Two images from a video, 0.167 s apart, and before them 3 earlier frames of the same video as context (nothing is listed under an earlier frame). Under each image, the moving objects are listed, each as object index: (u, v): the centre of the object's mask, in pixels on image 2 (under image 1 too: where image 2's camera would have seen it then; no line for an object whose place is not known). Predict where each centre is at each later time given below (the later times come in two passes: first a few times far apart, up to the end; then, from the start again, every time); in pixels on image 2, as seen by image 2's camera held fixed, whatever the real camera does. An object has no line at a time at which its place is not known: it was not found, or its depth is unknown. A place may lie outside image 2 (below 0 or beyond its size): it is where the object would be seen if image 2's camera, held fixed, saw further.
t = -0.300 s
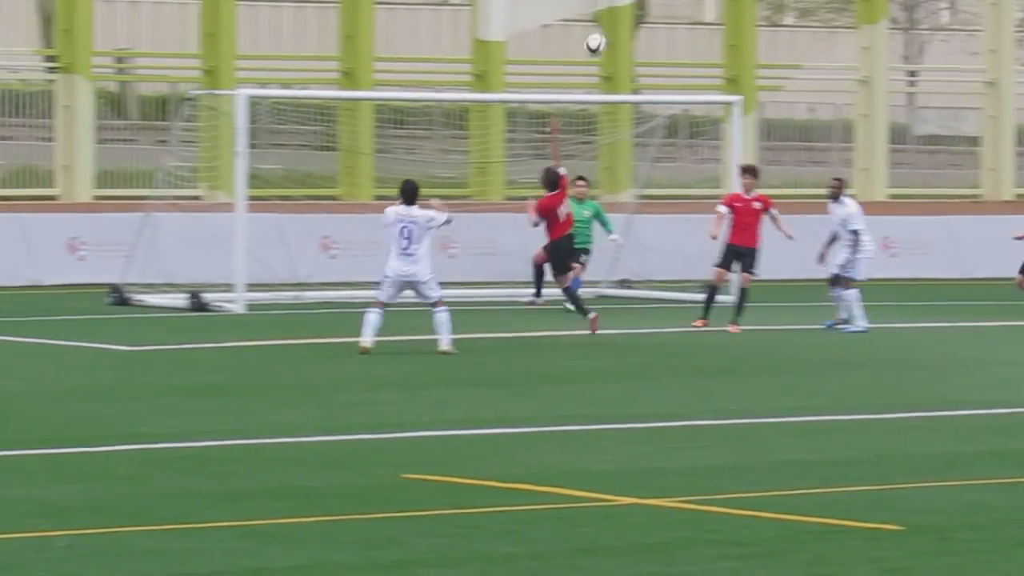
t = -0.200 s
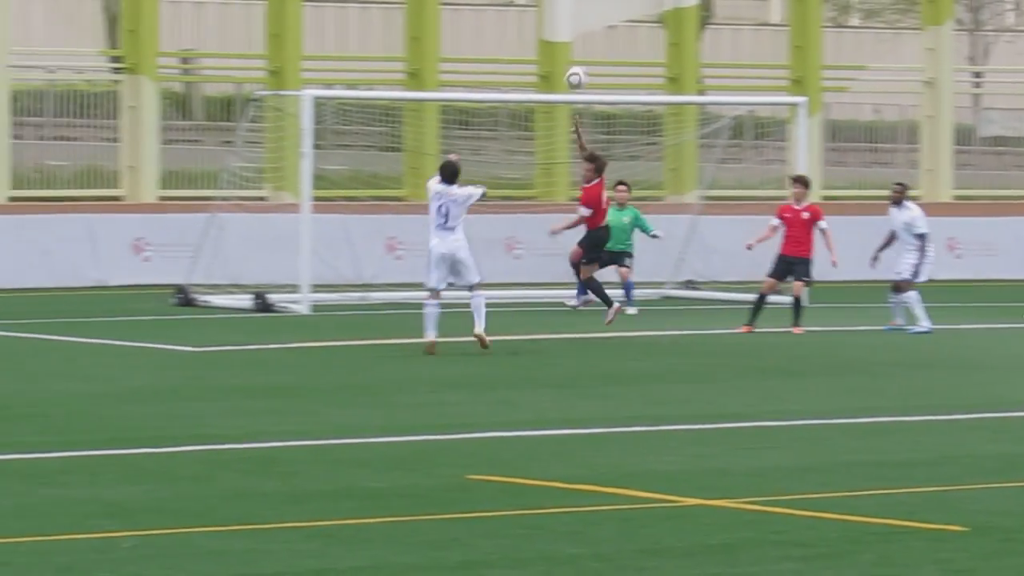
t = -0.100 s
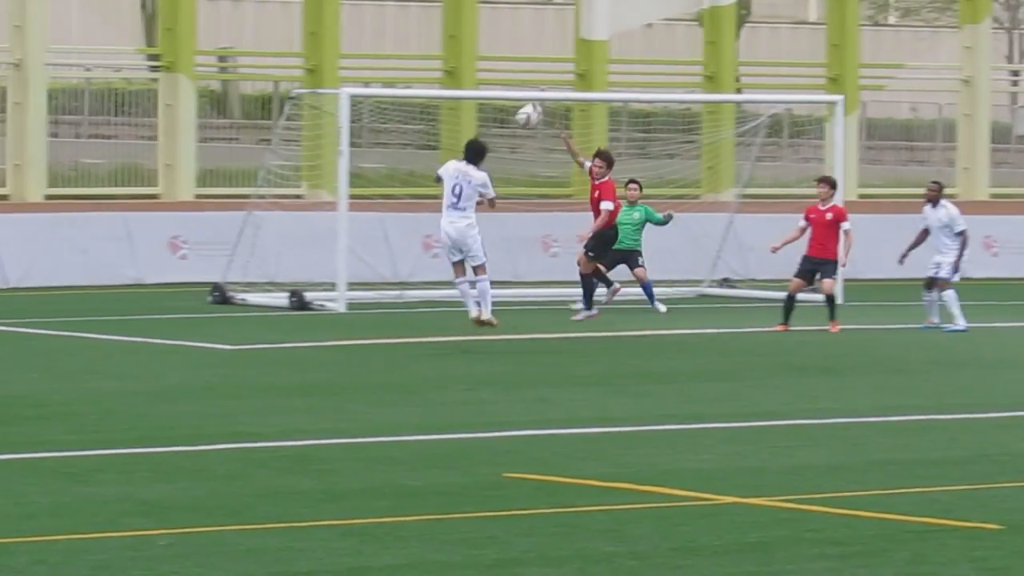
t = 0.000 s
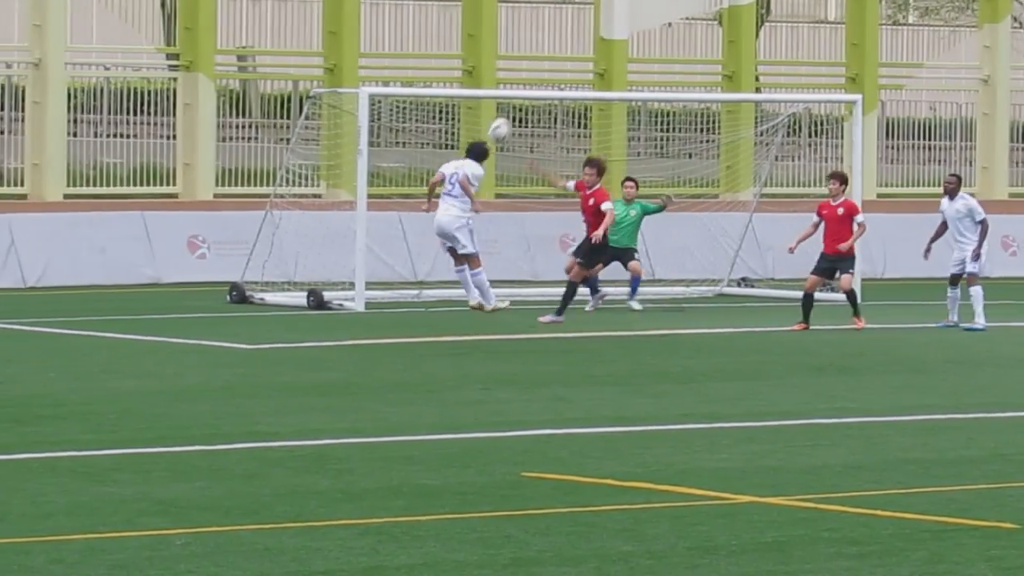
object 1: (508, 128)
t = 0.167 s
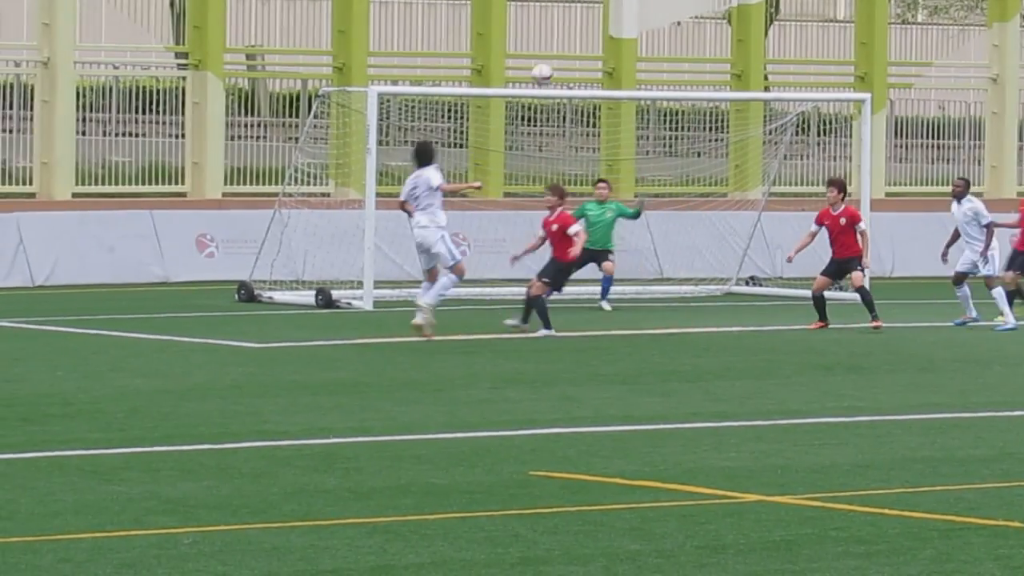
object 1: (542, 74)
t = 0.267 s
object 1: (562, 57)
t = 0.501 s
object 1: (607, 53)
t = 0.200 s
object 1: (548, 67)
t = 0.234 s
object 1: (556, 61)
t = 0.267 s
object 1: (562, 57)
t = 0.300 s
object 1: (568, 53)
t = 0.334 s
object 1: (575, 50)
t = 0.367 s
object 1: (581, 49)
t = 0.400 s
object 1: (587, 49)
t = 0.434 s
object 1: (593, 49)
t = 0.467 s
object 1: (600, 51)
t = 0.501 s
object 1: (607, 53)
